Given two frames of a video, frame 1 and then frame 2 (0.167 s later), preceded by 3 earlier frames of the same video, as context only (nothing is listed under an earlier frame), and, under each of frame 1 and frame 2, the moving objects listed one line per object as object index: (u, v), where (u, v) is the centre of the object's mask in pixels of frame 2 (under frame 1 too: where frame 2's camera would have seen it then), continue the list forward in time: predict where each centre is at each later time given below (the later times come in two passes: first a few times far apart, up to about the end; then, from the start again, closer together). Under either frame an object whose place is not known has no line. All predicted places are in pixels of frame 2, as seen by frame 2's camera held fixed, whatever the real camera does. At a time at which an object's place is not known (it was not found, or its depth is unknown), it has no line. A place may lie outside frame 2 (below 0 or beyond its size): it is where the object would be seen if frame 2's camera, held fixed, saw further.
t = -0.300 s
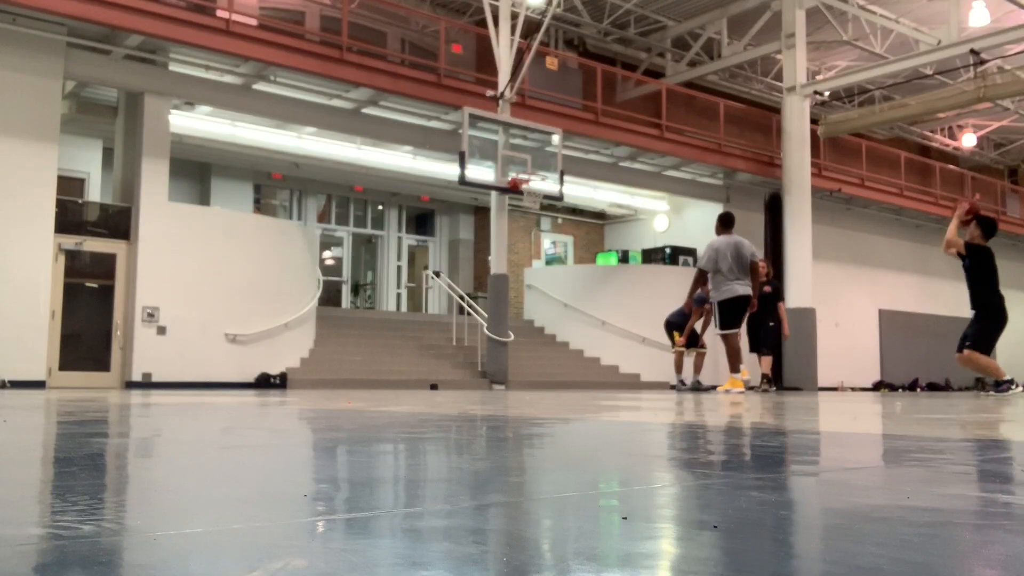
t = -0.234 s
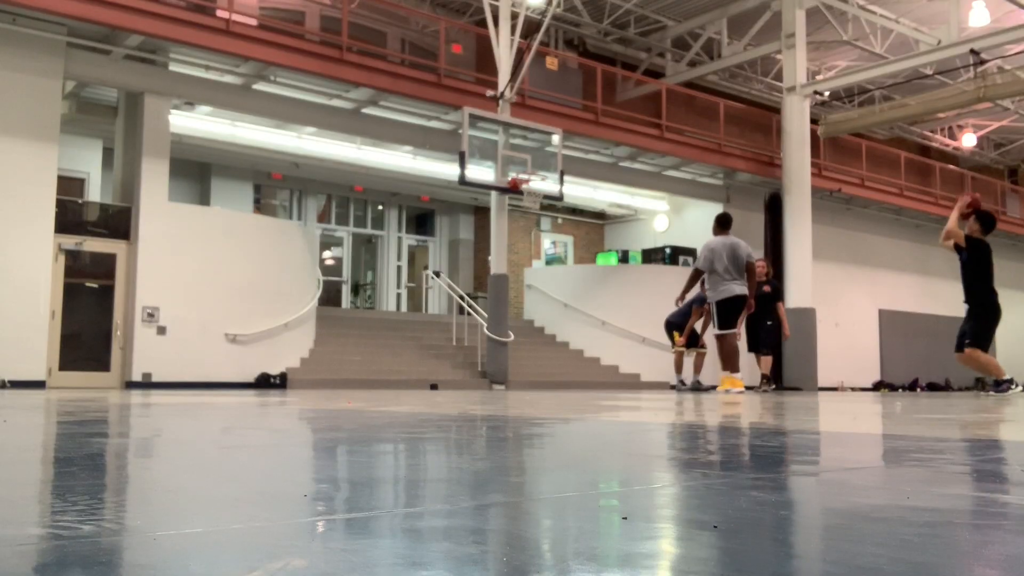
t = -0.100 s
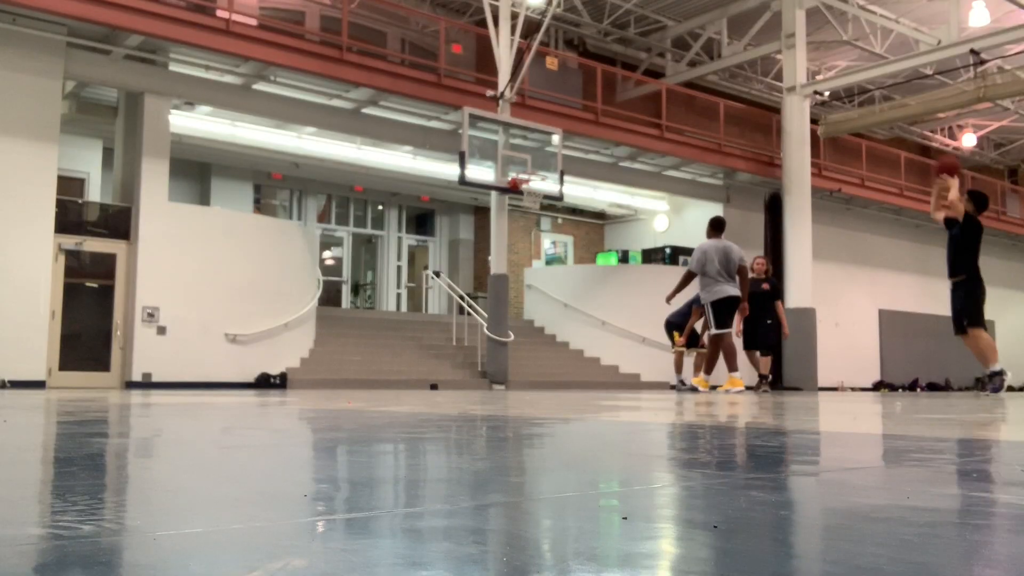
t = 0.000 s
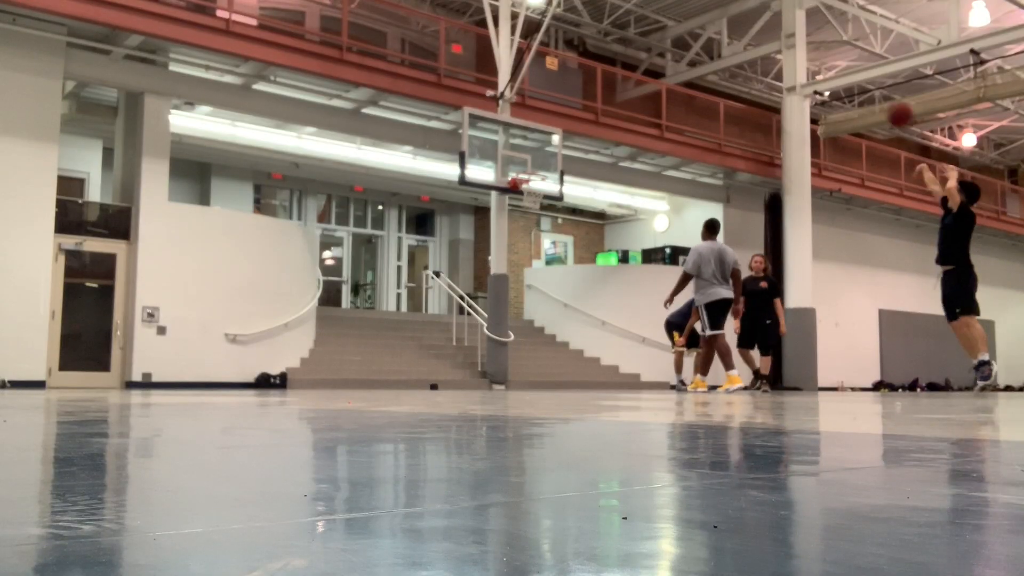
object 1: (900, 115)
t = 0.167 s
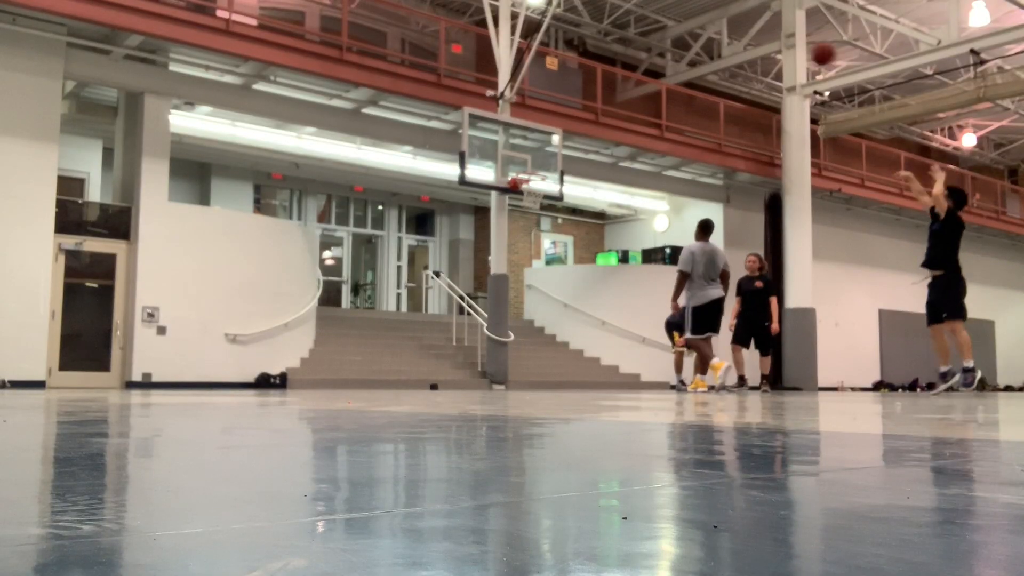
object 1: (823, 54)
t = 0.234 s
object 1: (796, 39)
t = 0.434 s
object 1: (723, 20)
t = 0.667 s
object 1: (651, 38)
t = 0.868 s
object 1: (598, 82)
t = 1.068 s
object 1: (552, 149)
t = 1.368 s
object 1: (541, 144)
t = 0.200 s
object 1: (810, 46)
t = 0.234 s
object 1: (796, 39)
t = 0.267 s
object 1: (783, 33)
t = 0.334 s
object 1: (758, 25)
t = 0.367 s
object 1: (746, 22)
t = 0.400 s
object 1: (735, 21)
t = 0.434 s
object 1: (723, 20)
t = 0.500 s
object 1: (701, 21)
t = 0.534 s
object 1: (691, 23)
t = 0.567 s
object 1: (681, 26)
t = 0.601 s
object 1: (670, 29)
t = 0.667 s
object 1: (651, 38)
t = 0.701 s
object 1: (642, 44)
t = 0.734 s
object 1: (632, 50)
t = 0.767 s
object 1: (624, 58)
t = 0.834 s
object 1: (606, 73)
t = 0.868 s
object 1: (598, 82)
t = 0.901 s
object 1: (590, 92)
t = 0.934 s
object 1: (582, 102)
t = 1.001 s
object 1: (567, 124)
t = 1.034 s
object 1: (561, 136)
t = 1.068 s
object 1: (552, 149)
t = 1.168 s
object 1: (542, 160)
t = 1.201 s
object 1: (541, 156)
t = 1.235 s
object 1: (541, 152)
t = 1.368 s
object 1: (541, 144)
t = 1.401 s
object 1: (540, 143)
